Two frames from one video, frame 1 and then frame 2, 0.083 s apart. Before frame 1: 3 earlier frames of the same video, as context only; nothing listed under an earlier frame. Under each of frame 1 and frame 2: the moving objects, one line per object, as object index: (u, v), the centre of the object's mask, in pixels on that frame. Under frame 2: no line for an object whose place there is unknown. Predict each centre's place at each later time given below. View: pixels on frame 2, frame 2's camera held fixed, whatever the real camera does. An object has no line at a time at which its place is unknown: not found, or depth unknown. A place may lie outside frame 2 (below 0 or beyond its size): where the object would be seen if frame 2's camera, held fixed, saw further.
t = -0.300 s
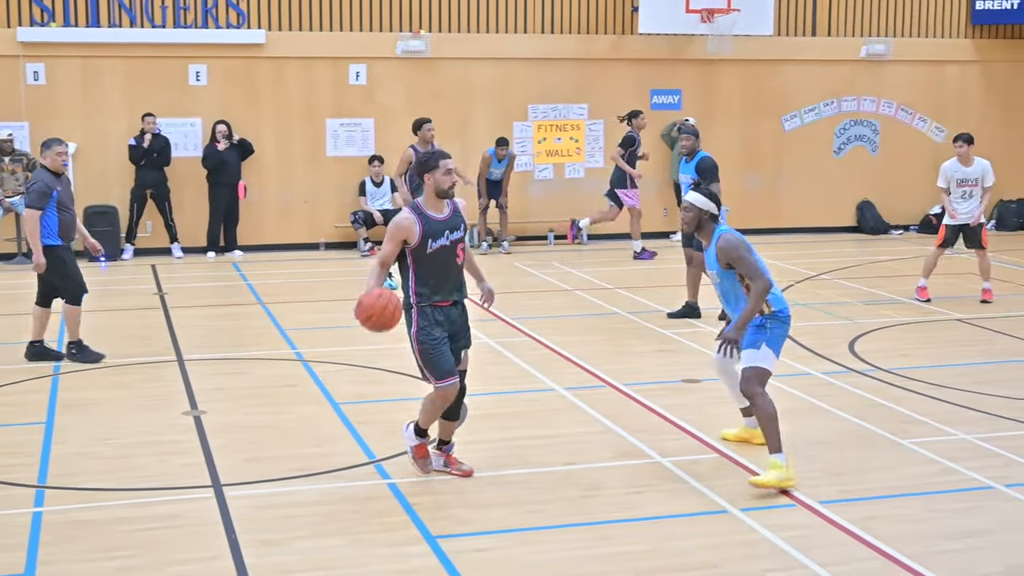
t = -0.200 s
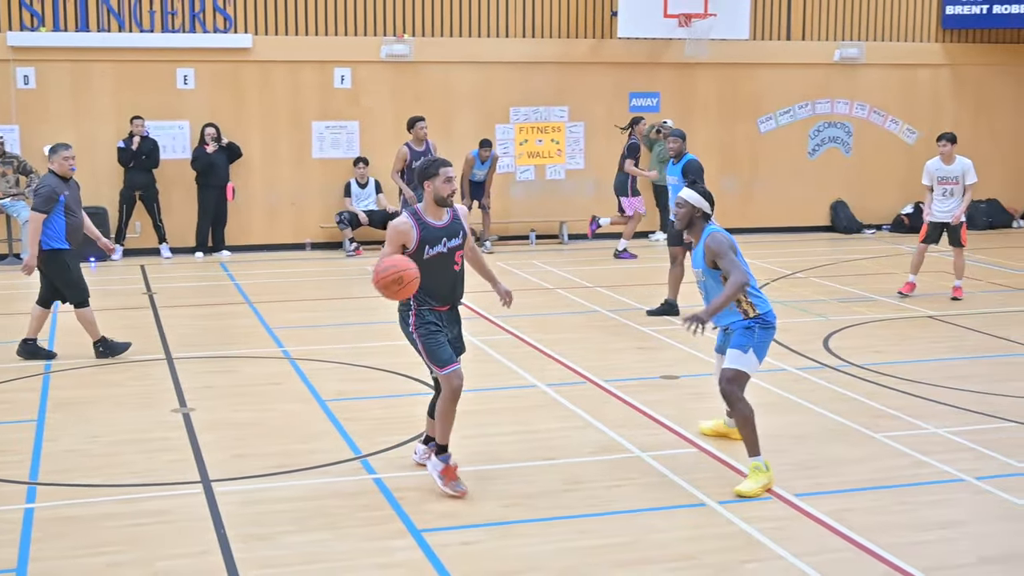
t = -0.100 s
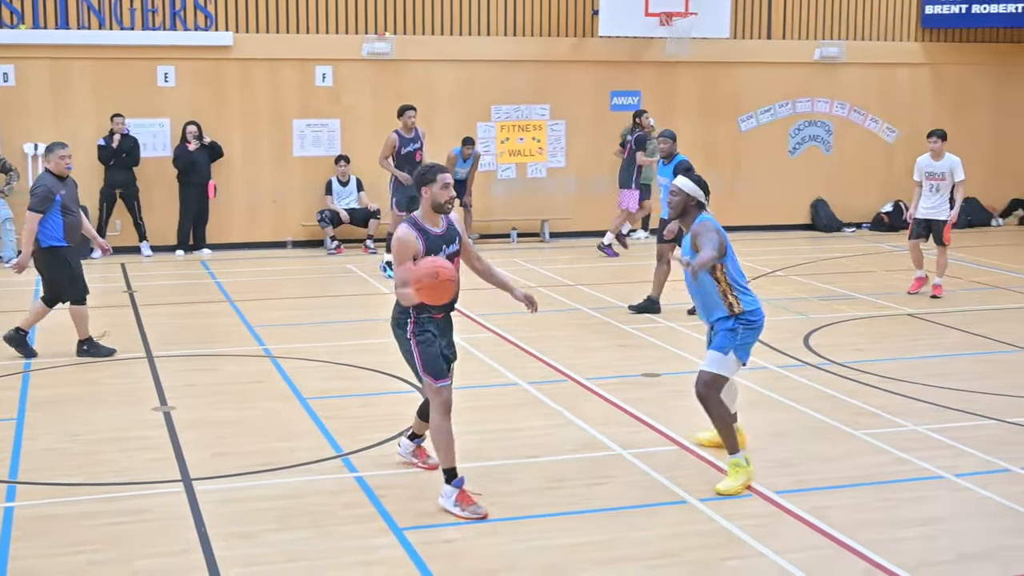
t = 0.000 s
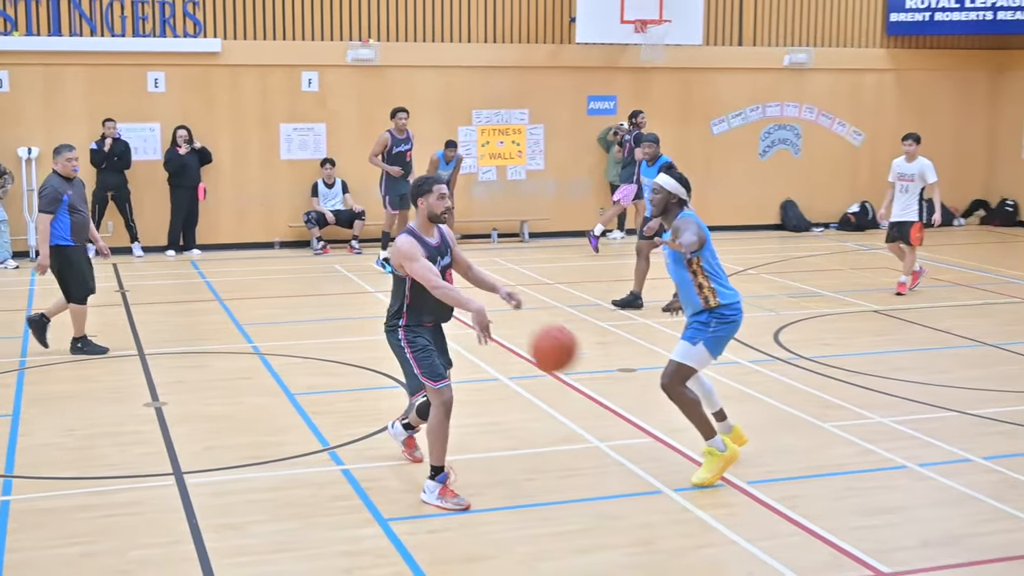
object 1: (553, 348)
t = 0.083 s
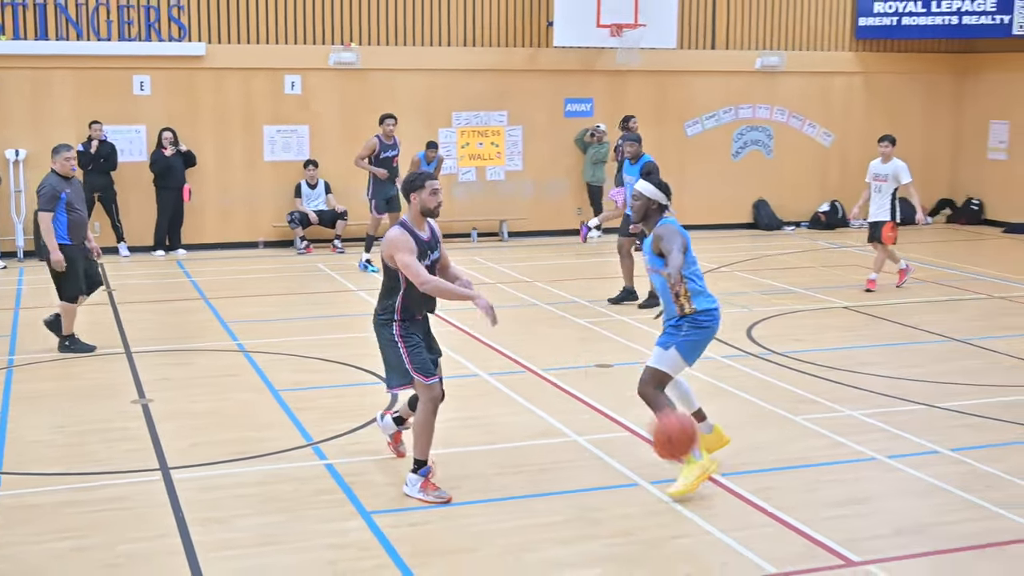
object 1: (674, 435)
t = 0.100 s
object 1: (706, 457)
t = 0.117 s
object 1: (736, 479)
